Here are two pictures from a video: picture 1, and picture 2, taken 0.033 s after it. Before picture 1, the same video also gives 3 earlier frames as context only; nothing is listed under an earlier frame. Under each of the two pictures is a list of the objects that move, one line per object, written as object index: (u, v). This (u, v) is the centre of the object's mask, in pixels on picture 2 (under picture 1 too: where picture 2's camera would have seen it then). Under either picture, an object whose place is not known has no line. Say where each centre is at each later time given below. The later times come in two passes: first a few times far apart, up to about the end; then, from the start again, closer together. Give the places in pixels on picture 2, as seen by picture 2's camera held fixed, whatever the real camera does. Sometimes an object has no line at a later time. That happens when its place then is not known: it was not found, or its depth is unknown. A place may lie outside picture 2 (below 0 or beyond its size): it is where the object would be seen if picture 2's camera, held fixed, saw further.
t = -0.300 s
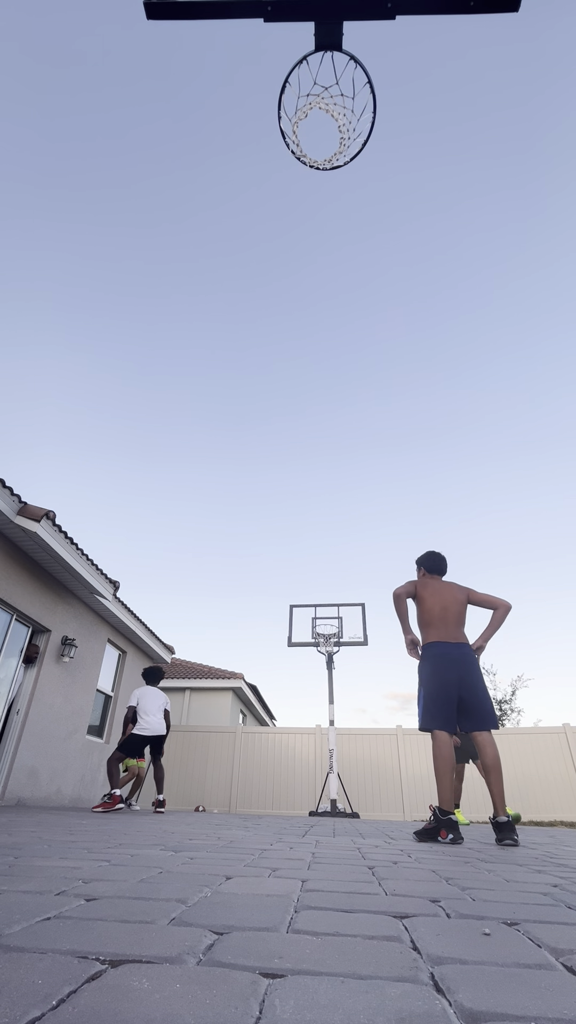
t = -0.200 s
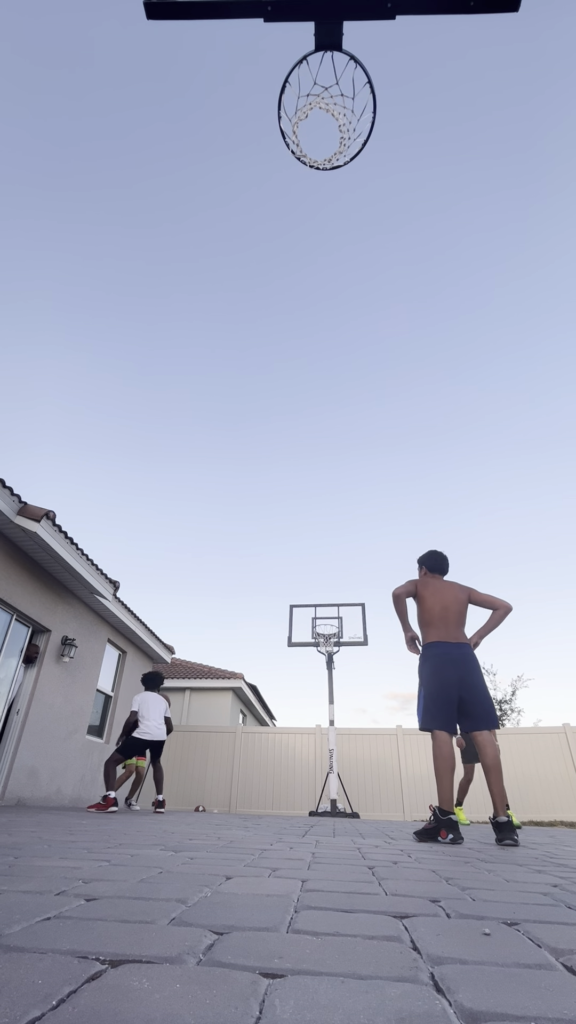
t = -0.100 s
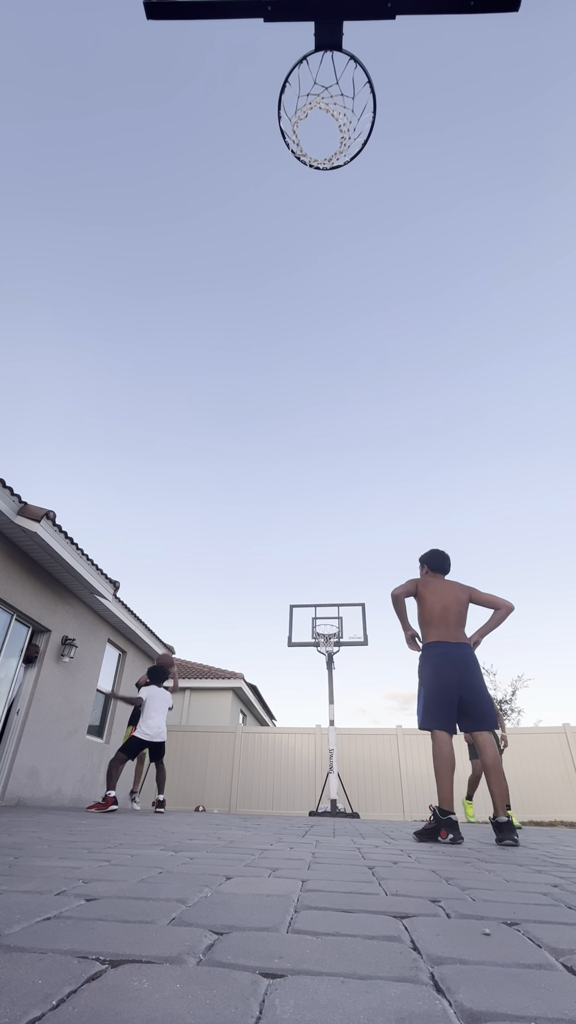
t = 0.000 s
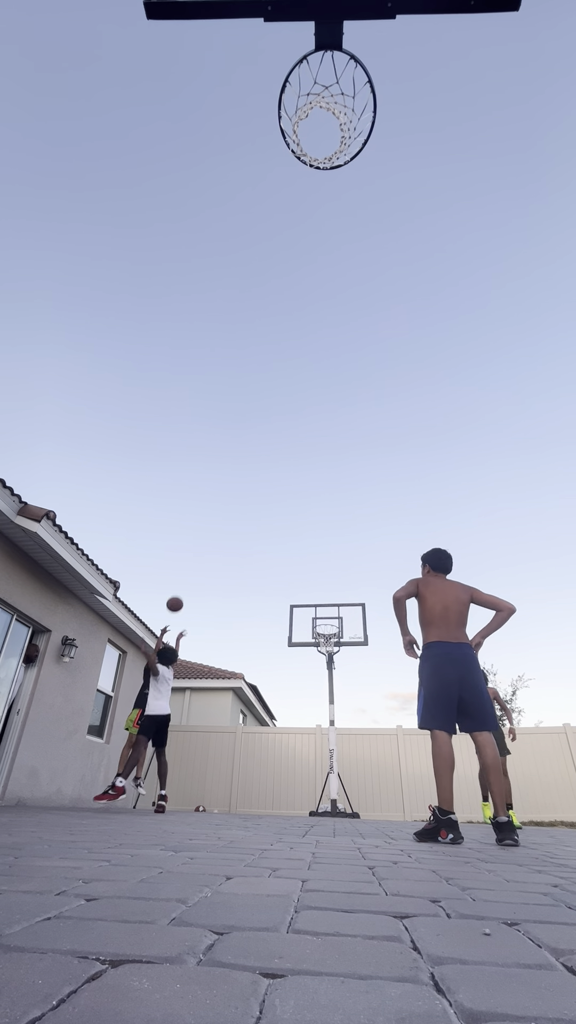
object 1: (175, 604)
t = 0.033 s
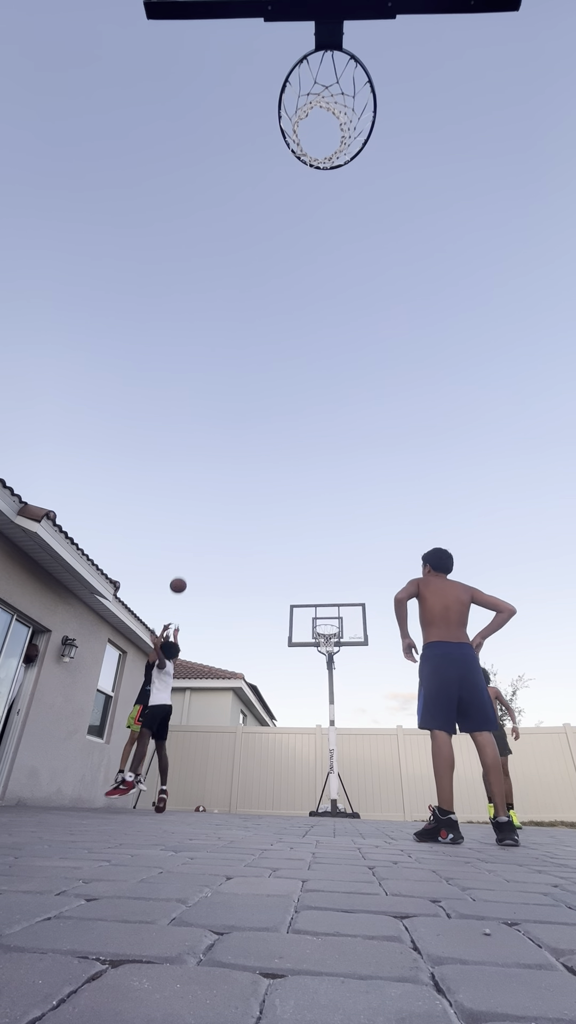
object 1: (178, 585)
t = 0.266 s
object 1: (198, 470)
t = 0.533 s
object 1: (216, 365)
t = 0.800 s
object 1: (231, 270)
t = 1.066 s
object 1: (247, 168)
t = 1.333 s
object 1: (256, 62)
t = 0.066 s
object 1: (181, 567)
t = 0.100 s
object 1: (184, 550)
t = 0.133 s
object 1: (187, 532)
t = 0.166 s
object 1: (190, 516)
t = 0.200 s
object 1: (193, 501)
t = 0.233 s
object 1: (195, 485)
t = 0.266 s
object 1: (198, 470)
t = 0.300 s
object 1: (200, 456)
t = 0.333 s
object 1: (203, 442)
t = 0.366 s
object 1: (205, 429)
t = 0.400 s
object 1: (207, 415)
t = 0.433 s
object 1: (209, 402)
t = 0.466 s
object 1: (212, 389)
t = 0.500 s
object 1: (214, 377)
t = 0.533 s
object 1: (216, 365)
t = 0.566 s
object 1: (218, 353)
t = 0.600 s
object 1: (220, 340)
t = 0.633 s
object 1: (222, 329)
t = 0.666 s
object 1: (224, 317)
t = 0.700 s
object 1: (226, 305)
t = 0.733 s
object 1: (228, 293)
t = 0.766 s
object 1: (229, 282)
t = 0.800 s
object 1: (231, 270)
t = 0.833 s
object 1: (233, 258)
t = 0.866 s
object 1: (235, 246)
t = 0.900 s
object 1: (237, 235)
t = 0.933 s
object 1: (239, 222)
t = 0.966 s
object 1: (241, 210)
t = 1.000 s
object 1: (242, 197)
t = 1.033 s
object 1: (245, 183)
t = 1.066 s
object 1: (247, 168)
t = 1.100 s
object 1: (249, 153)
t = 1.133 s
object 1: (252, 136)
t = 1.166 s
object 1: (255, 118)
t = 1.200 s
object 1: (258, 98)
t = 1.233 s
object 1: (261, 75)
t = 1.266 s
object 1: (264, 50)
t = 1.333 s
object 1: (256, 62)
